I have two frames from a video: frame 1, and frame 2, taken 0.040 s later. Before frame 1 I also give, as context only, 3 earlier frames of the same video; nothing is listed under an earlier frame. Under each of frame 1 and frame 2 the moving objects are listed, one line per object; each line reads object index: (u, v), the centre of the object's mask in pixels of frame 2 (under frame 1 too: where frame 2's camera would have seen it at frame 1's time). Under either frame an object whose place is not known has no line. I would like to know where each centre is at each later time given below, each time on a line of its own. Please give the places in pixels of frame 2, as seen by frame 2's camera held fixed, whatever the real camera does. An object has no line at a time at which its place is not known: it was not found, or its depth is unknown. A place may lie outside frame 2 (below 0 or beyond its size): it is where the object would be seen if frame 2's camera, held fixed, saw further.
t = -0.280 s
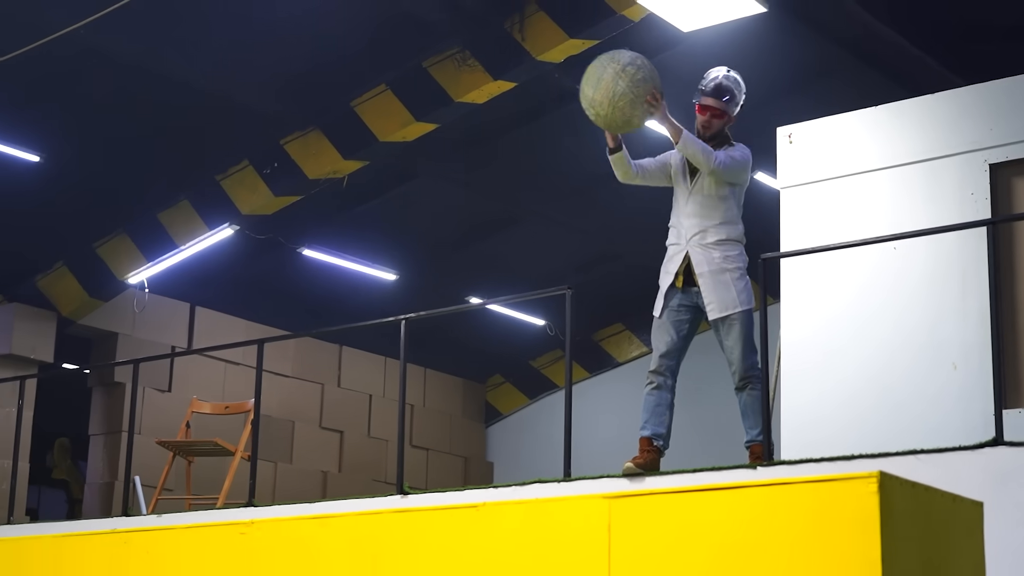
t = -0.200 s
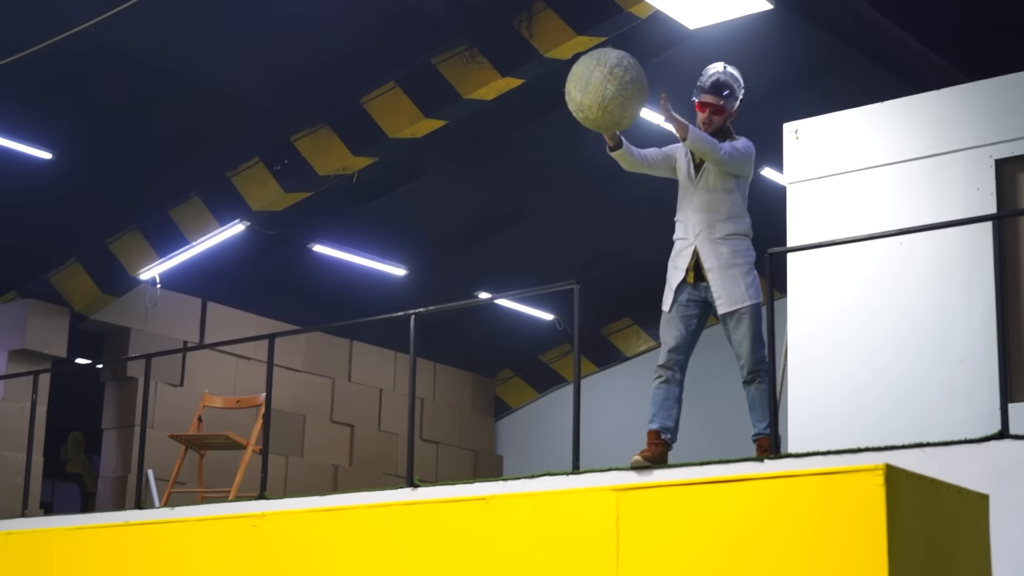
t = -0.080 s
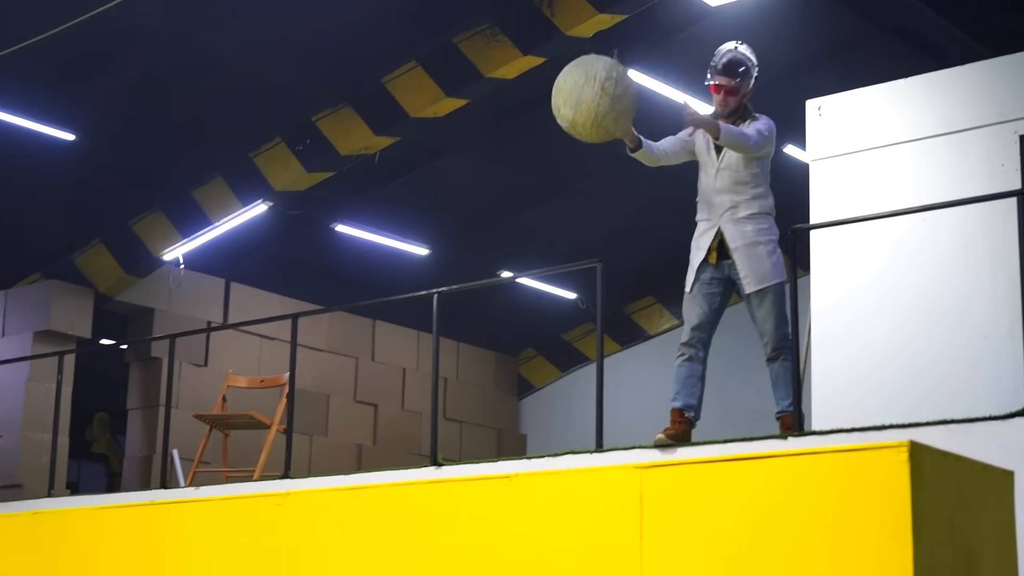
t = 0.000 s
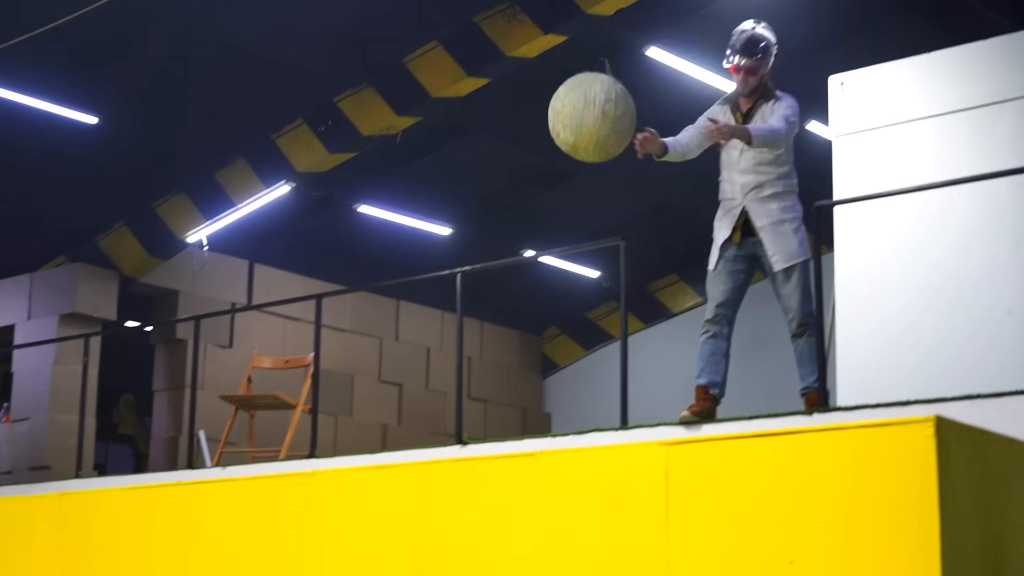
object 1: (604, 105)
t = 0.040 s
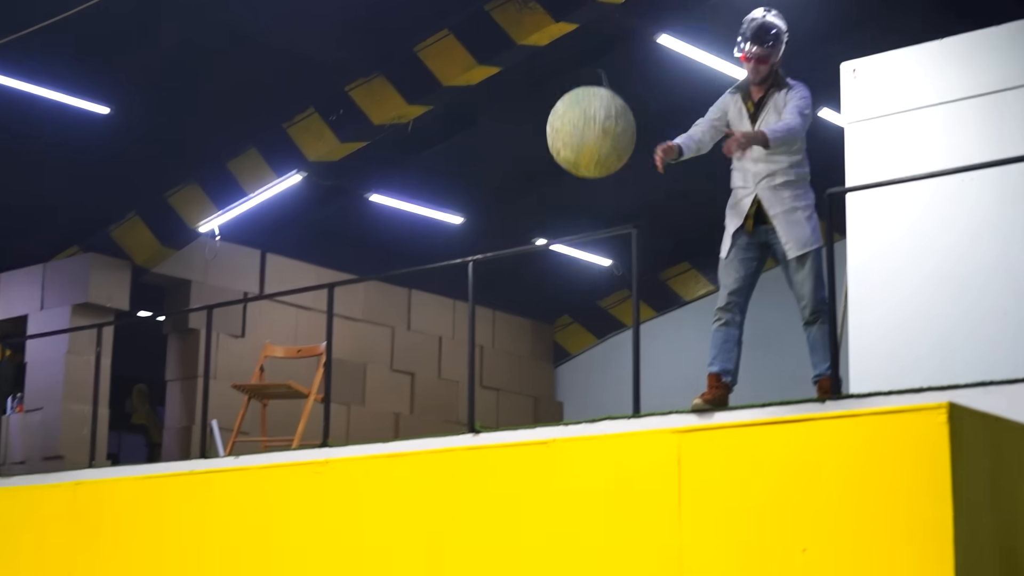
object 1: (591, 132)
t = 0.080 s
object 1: (578, 164)
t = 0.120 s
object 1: (565, 199)
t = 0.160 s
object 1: (551, 242)
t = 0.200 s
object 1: (537, 289)
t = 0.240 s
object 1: (523, 341)
